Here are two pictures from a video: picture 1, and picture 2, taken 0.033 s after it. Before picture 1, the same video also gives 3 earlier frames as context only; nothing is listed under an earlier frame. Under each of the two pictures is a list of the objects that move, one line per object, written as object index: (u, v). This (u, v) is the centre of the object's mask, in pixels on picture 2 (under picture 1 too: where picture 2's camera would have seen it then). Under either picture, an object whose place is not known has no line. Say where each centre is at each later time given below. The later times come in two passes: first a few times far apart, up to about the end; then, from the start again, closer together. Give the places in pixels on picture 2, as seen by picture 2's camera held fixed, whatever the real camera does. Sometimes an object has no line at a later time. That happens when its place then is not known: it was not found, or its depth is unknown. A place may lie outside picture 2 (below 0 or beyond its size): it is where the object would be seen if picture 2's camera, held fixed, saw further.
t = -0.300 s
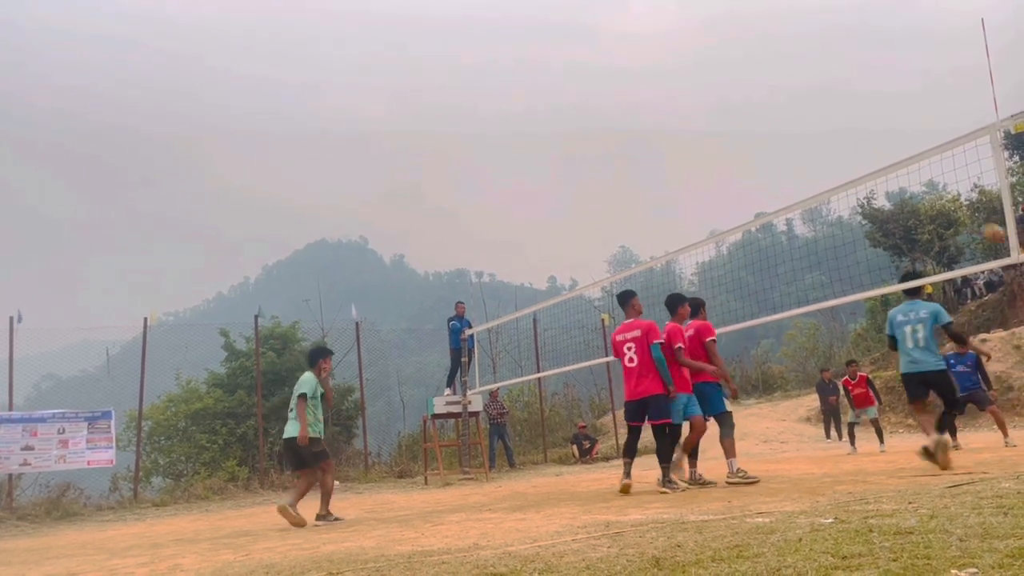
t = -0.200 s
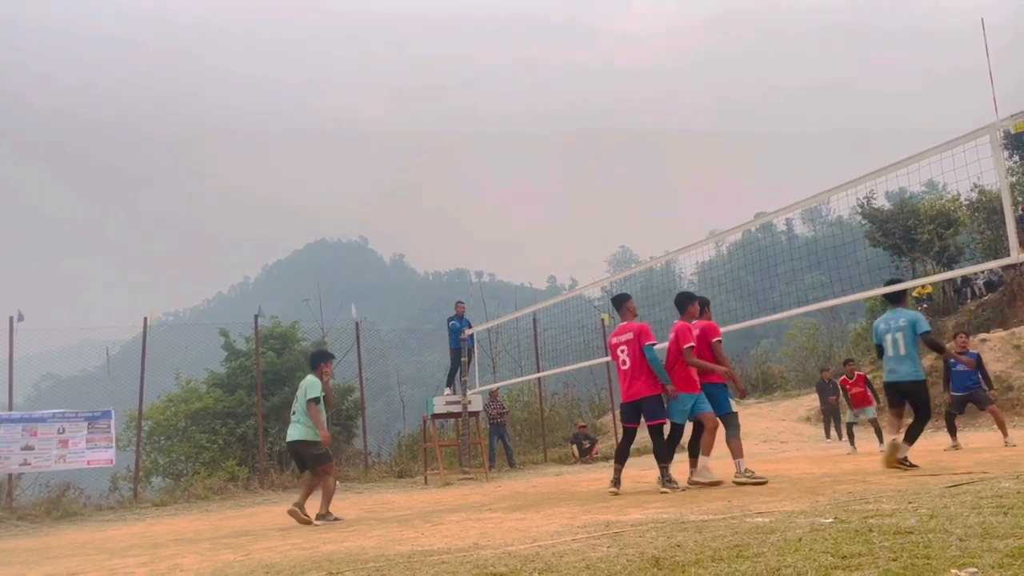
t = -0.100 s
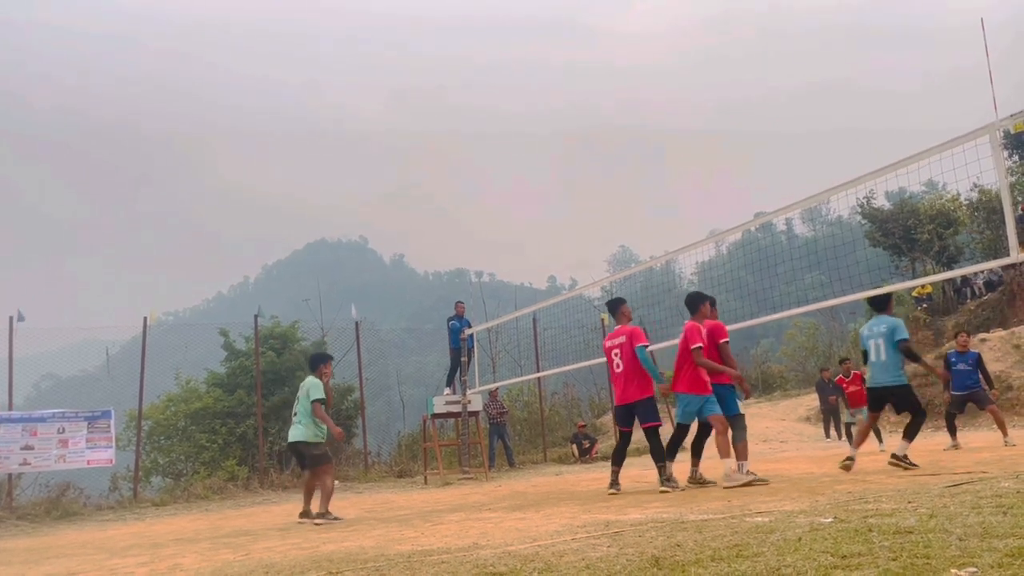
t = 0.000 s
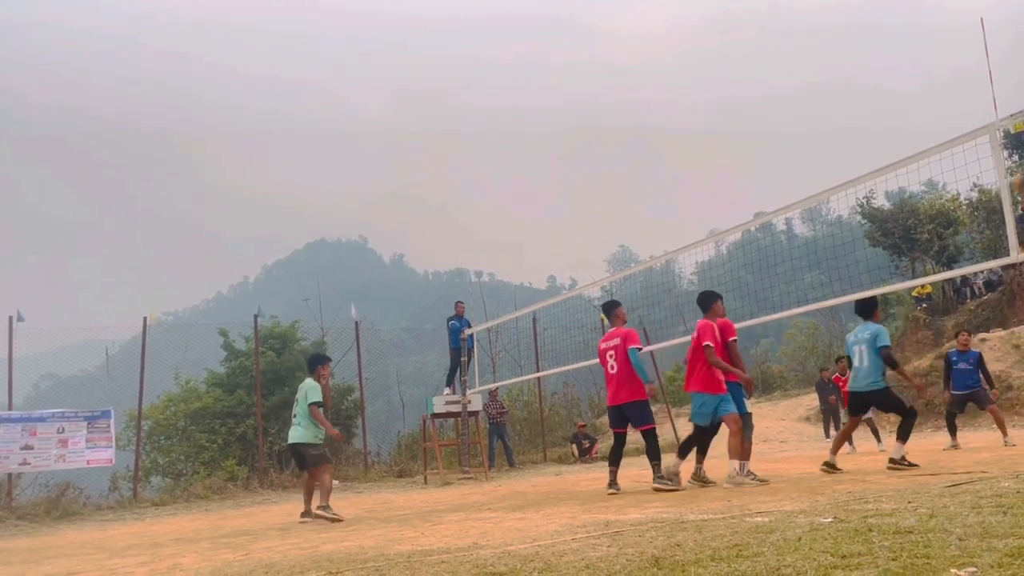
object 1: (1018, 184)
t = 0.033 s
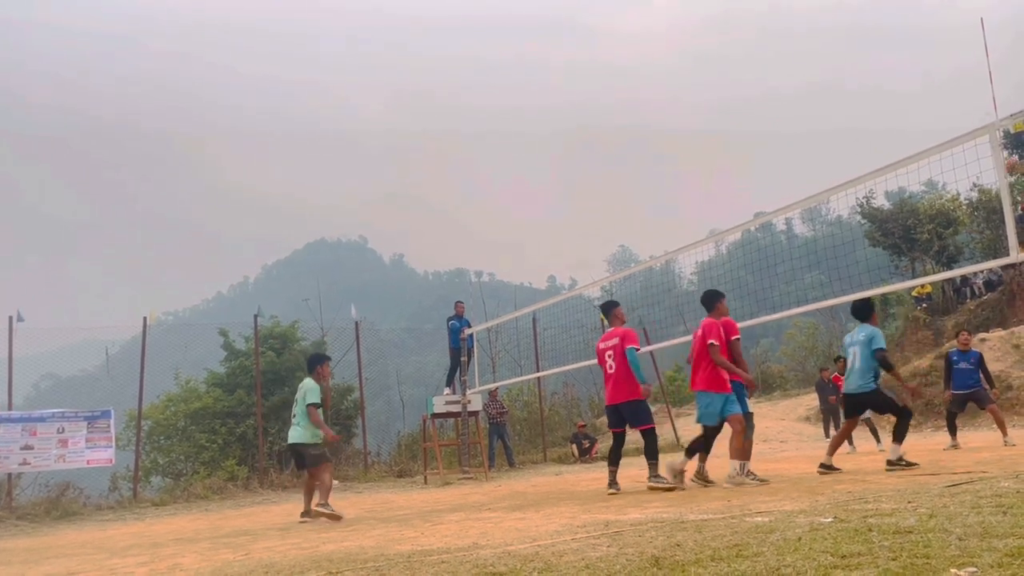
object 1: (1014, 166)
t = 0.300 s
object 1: (944, 68)
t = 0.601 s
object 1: (882, 25)
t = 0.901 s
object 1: (833, 52)
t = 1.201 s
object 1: (796, 153)
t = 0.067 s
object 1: (1005, 149)
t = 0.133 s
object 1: (983, 120)
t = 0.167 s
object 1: (976, 110)
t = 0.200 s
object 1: (968, 98)
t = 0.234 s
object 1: (959, 87)
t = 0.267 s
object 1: (951, 77)
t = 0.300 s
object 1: (944, 68)
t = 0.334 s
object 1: (936, 60)
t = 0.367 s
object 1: (929, 53)
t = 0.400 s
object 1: (922, 46)
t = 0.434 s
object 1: (915, 41)
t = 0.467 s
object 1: (908, 36)
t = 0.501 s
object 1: (902, 32)
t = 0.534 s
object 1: (895, 29)
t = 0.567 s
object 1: (889, 27)
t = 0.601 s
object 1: (882, 25)
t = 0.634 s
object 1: (876, 25)
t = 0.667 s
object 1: (870, 25)
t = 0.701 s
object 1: (864, 27)
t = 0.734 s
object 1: (859, 28)
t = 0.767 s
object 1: (854, 31)
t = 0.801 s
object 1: (848, 35)
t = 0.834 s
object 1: (843, 39)
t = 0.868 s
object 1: (838, 45)
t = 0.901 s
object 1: (833, 52)
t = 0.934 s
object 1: (828, 59)
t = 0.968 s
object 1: (824, 68)
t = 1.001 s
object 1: (820, 77)
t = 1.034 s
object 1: (815, 87)
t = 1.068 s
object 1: (811, 98)
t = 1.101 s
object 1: (807, 111)
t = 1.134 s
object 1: (803, 123)
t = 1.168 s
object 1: (799, 138)
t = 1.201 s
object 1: (796, 153)
